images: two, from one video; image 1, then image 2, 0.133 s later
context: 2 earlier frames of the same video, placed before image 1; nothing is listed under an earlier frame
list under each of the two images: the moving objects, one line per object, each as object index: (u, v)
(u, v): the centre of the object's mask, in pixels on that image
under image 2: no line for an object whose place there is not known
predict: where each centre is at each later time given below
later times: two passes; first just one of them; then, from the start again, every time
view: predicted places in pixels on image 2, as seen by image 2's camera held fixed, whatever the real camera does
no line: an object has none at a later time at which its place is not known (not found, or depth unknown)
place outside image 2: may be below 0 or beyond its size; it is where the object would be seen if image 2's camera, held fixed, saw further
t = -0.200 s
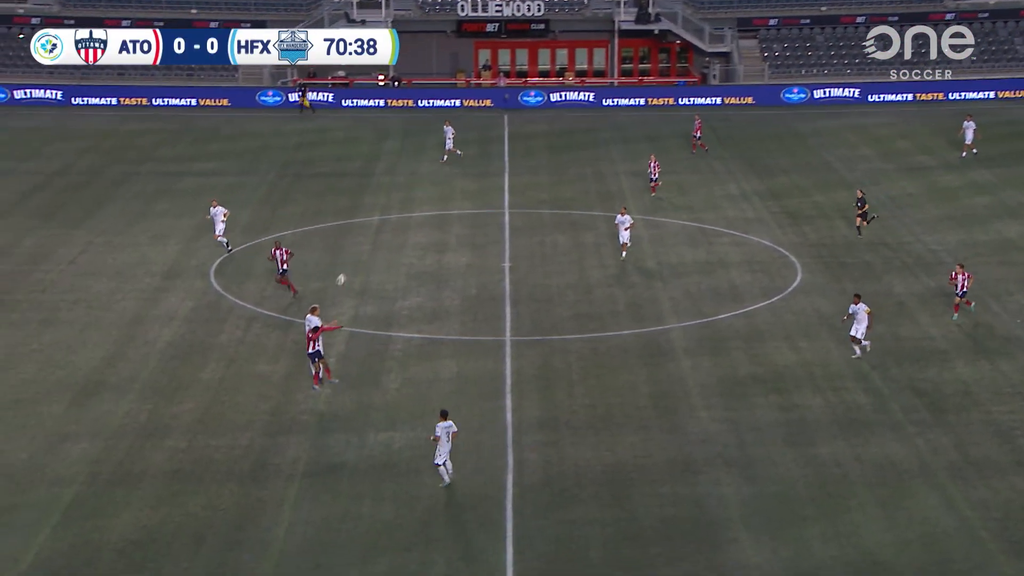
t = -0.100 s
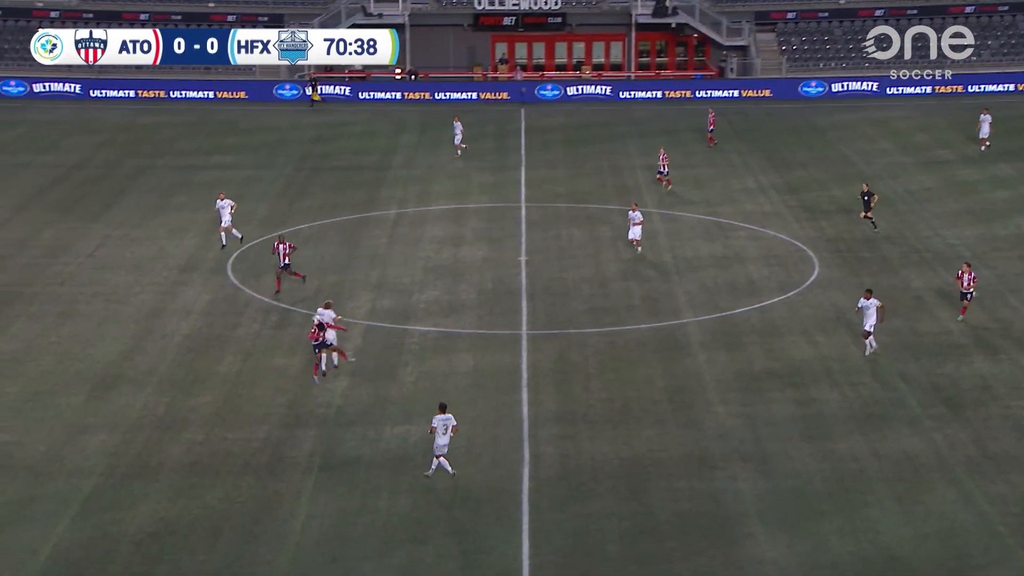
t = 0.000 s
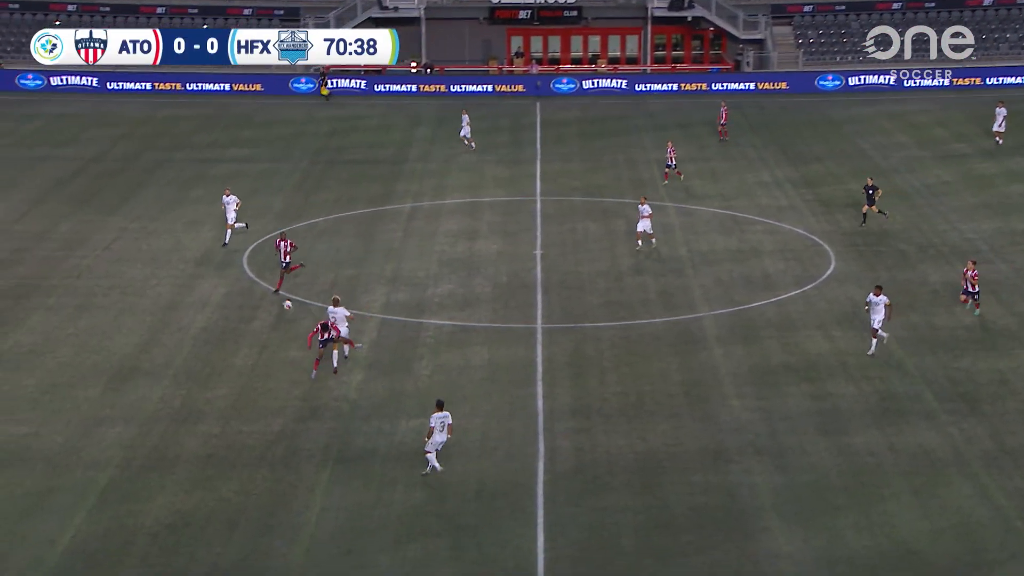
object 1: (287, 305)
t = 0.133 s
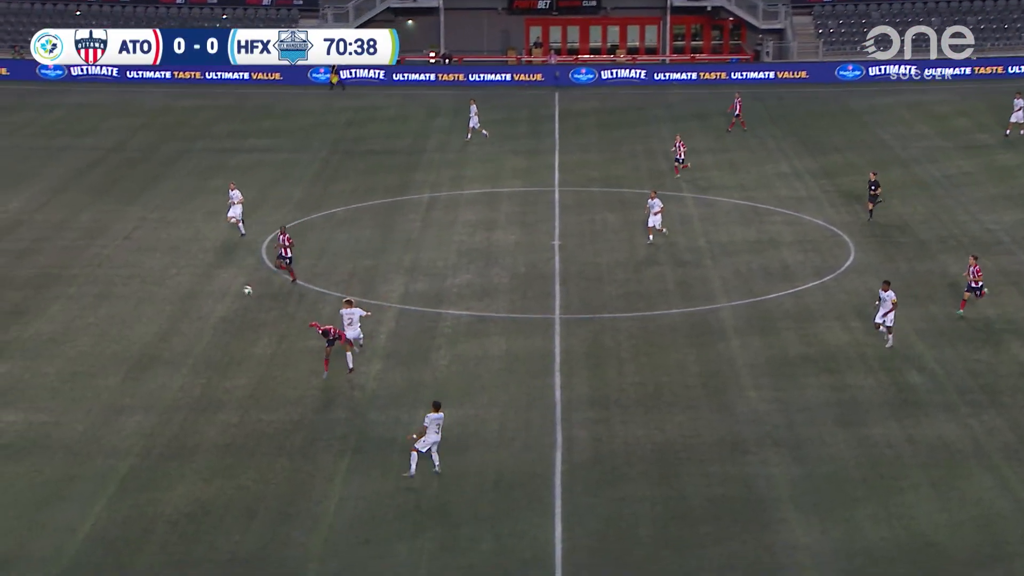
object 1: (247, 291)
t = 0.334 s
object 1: (160, 297)
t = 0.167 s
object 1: (233, 290)
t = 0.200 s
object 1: (218, 290)
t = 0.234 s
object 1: (204, 292)
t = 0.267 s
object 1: (188, 293)
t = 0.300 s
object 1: (175, 295)
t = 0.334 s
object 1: (160, 297)
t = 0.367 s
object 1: (145, 299)
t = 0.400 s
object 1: (131, 302)
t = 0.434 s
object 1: (117, 306)
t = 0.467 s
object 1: (103, 310)
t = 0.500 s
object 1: (89, 315)
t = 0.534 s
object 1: (75, 319)
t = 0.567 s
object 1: (61, 325)
